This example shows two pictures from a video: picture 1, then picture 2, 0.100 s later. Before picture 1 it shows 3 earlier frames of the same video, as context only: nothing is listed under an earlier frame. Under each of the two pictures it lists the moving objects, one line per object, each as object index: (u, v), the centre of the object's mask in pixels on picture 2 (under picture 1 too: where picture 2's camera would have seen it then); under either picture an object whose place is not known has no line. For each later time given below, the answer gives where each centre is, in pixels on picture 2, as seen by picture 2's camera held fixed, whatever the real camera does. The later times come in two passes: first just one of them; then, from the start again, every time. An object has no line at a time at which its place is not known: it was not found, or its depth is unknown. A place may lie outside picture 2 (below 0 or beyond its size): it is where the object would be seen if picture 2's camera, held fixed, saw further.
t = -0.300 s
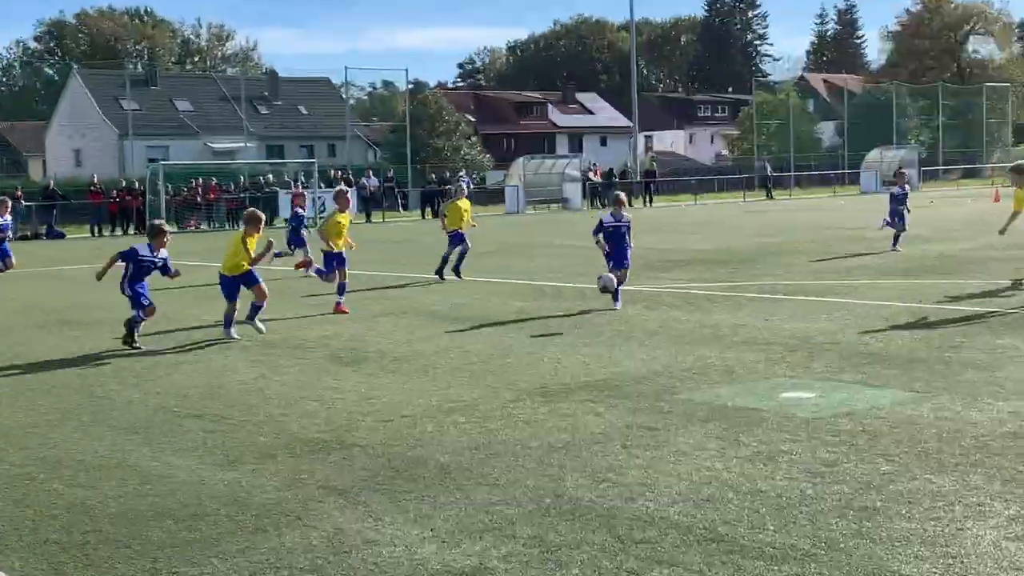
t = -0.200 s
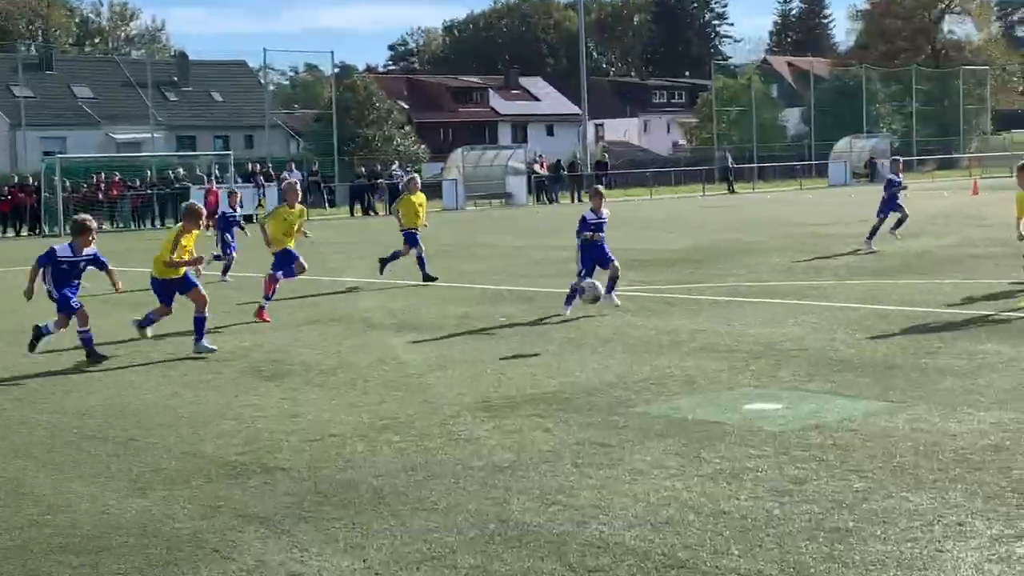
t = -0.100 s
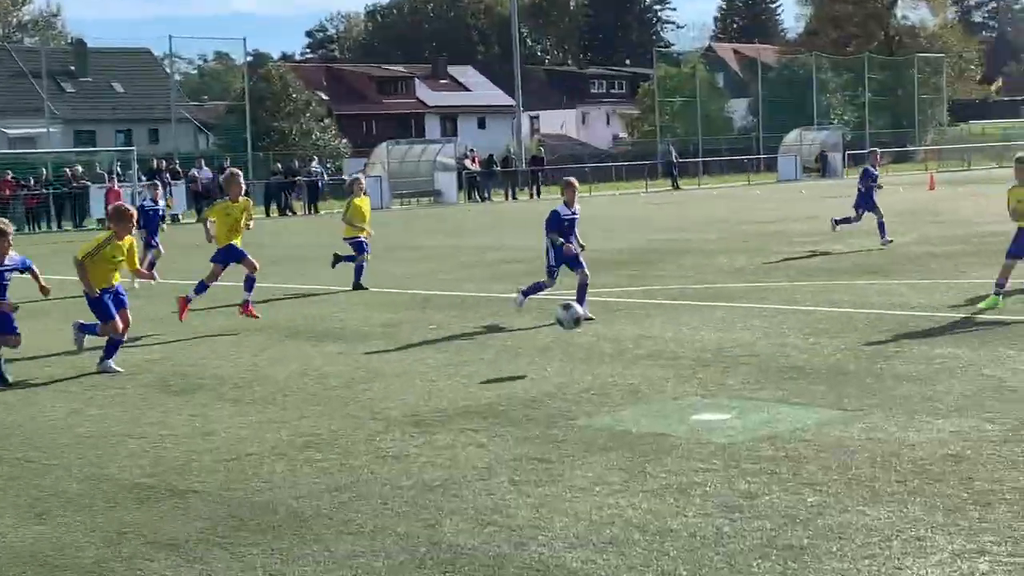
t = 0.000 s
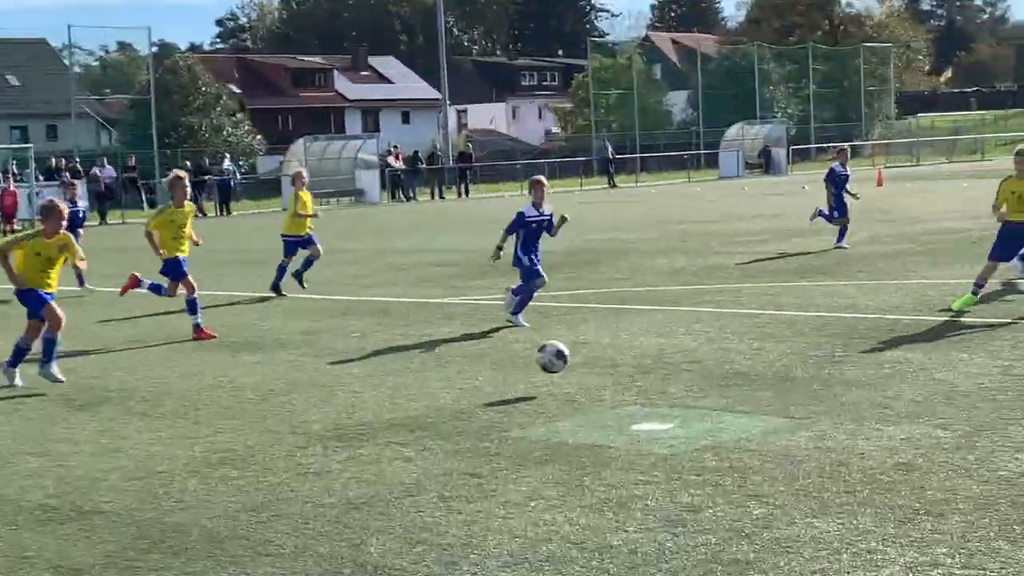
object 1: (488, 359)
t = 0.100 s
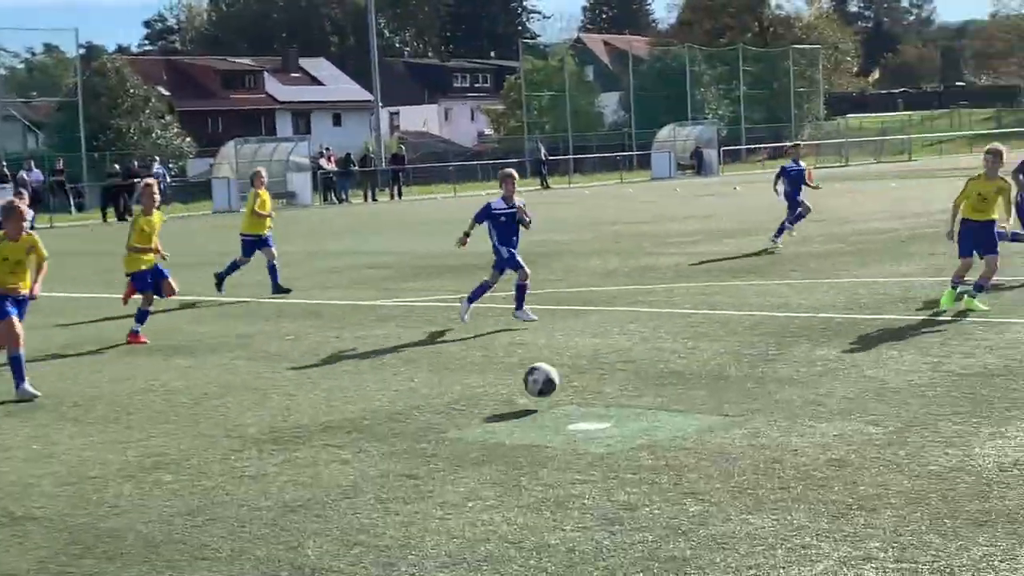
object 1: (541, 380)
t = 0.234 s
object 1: (606, 373)
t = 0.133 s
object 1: (556, 376)
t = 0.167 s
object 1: (572, 374)
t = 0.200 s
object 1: (589, 372)
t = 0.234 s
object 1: (606, 373)
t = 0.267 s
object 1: (624, 378)
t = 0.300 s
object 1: (643, 385)
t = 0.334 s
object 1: (662, 394)
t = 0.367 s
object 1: (682, 405)
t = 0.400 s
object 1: (706, 423)
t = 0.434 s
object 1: (728, 443)
